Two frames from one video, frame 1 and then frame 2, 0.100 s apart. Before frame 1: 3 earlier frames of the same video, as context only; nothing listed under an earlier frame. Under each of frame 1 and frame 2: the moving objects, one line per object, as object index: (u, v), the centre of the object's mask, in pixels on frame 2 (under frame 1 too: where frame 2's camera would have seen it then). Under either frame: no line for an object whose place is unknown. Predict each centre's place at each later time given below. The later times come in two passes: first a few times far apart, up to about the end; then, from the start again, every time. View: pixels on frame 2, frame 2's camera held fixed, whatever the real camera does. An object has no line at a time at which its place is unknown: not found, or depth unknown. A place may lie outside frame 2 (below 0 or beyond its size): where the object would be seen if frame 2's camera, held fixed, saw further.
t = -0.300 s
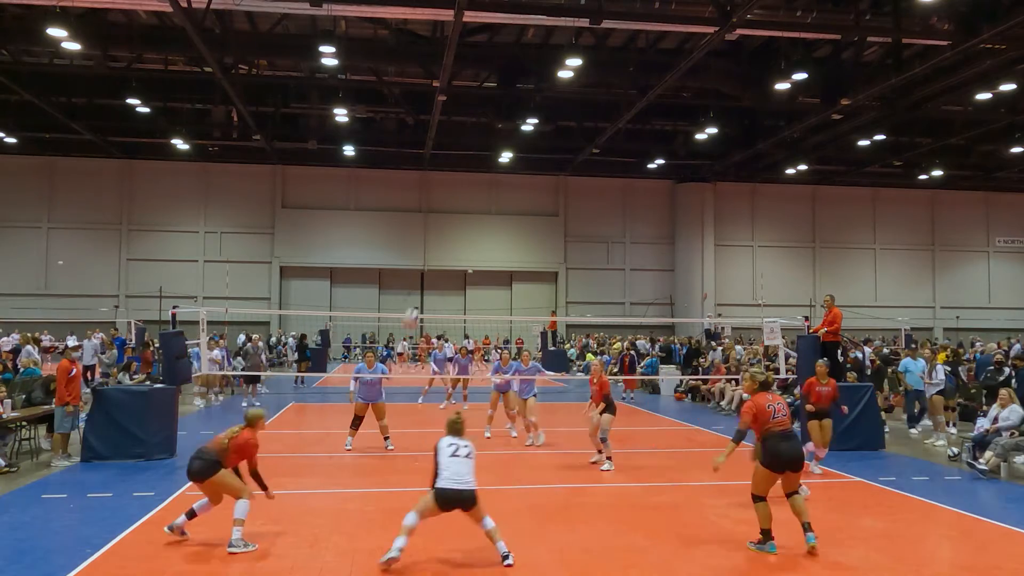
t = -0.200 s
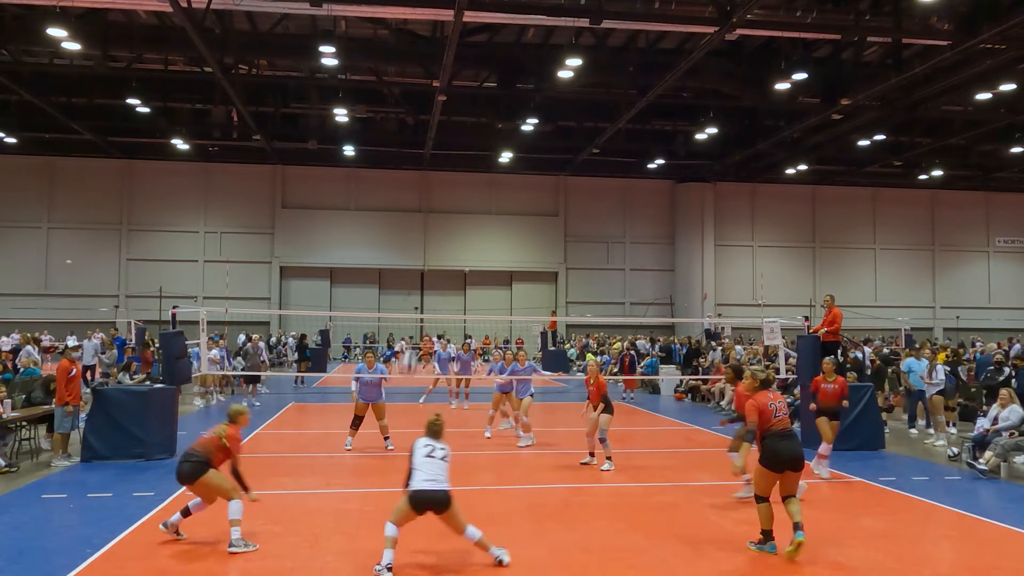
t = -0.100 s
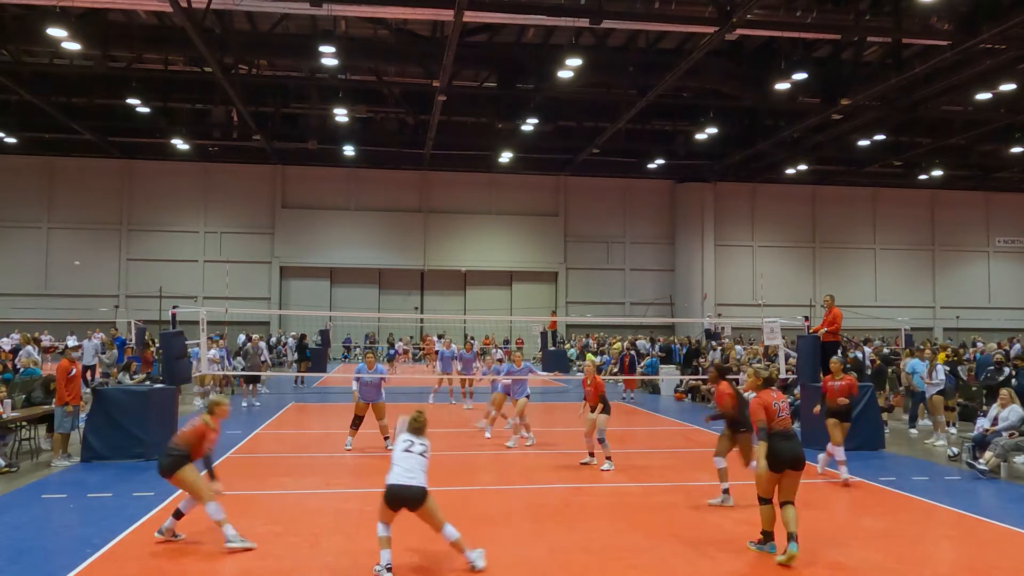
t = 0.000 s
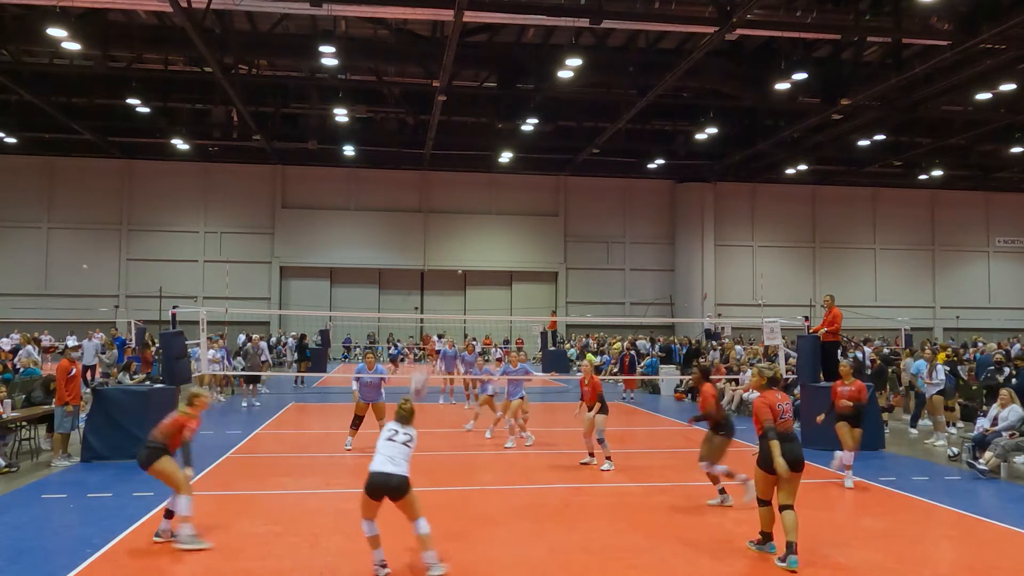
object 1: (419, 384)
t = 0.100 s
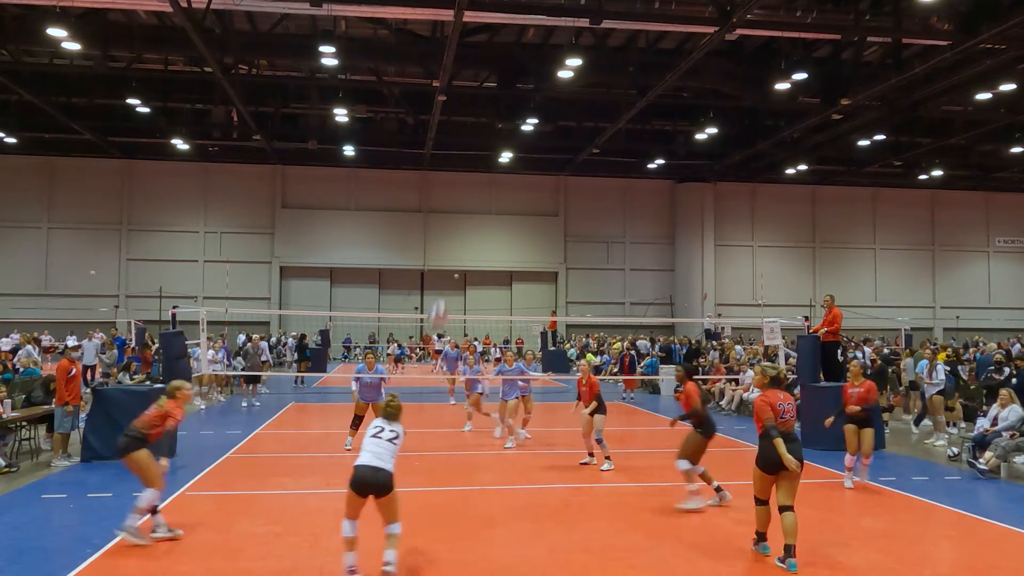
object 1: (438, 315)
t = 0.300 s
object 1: (470, 217)
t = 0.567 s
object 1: (506, 164)
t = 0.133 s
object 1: (444, 292)
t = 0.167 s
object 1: (449, 278)
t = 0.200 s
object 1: (454, 261)
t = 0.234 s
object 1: (460, 243)
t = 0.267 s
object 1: (465, 231)
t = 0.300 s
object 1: (470, 217)
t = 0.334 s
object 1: (475, 207)
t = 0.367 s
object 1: (480, 198)
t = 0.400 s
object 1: (485, 190)
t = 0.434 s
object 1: (489, 183)
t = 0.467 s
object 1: (494, 175)
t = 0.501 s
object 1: (498, 171)
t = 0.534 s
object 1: (502, 167)
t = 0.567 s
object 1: (506, 164)
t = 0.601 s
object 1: (510, 162)
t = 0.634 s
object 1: (515, 161)
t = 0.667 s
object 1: (518, 161)
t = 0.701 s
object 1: (522, 162)
